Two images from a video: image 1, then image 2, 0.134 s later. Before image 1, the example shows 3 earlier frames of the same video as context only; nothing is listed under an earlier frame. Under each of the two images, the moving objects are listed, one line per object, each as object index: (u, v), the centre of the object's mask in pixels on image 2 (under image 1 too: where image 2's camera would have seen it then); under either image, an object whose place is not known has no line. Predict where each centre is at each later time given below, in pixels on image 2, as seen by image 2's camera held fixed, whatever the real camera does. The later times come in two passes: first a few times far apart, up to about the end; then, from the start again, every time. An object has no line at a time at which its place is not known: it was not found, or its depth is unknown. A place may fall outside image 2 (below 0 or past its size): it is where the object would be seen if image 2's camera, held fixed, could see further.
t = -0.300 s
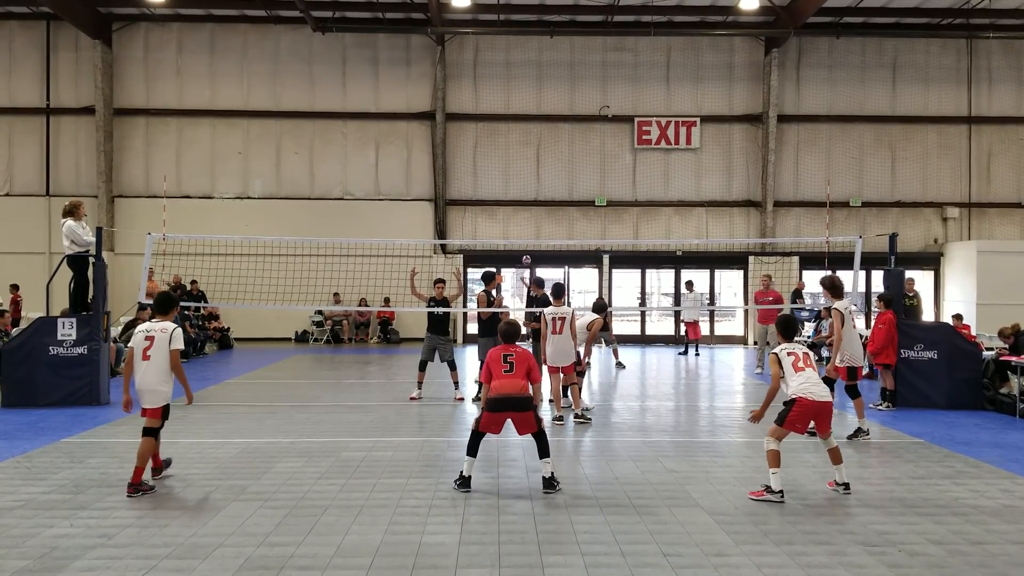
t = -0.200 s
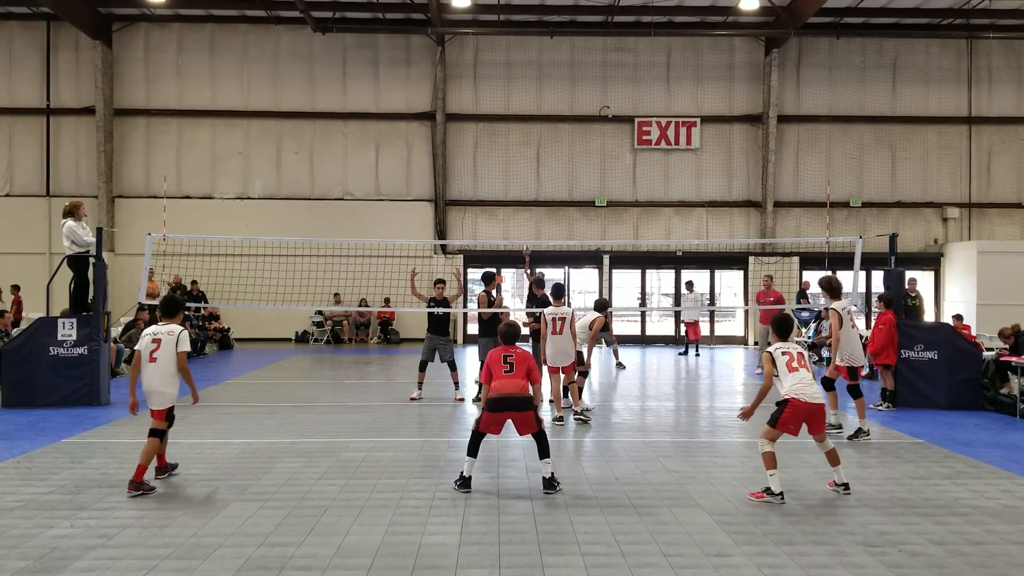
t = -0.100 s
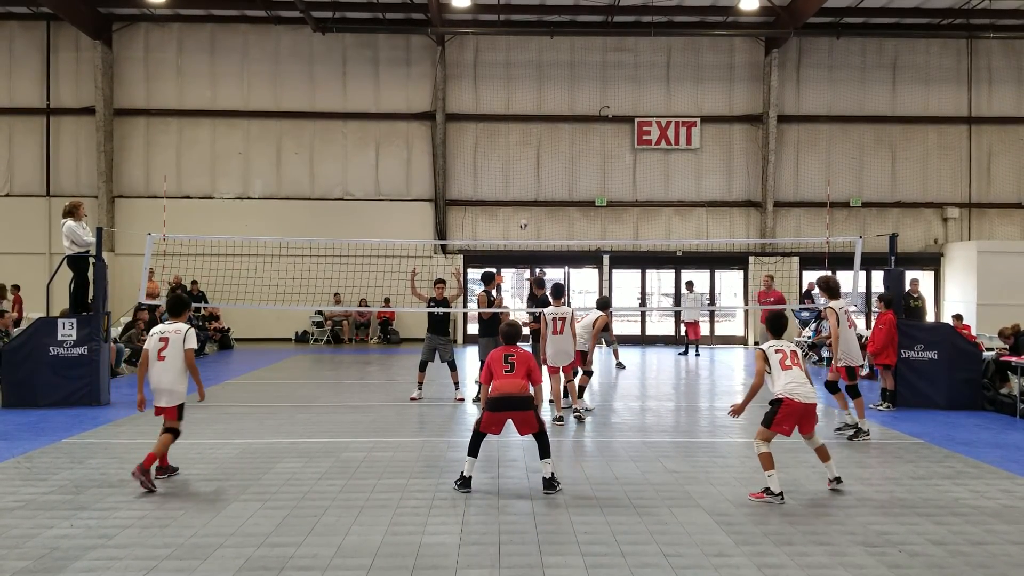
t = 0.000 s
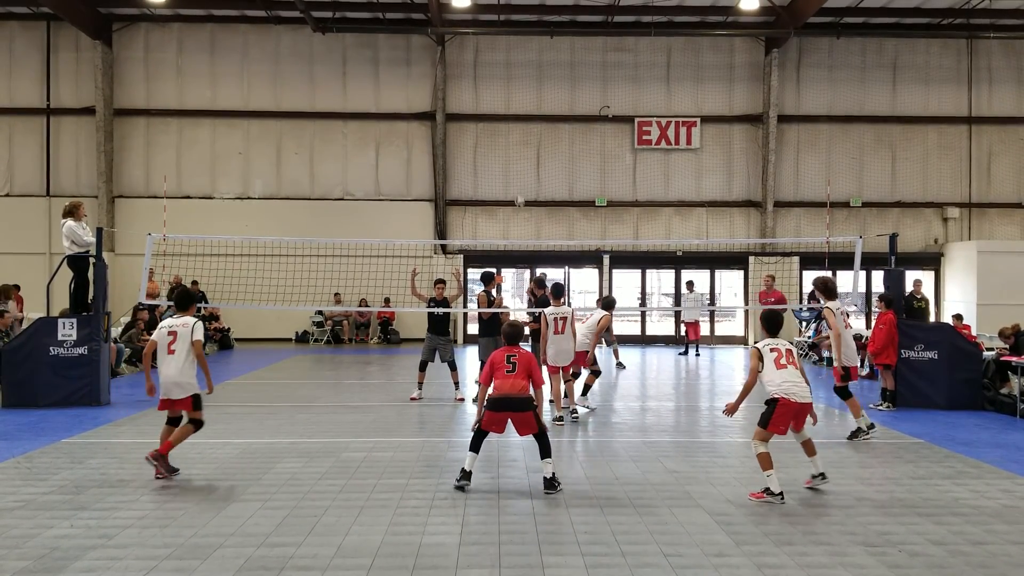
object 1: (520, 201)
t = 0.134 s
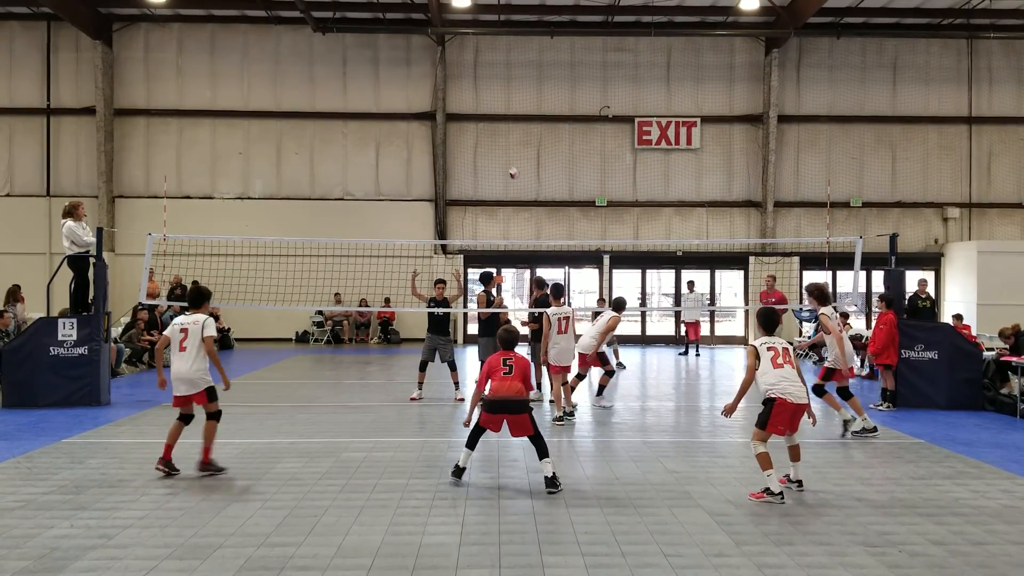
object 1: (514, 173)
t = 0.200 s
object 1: (510, 160)
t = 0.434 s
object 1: (498, 129)
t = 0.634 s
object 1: (485, 123)
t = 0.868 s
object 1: (460, 157)
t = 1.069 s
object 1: (429, 243)
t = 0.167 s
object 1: (512, 166)
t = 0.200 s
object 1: (510, 160)
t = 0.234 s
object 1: (508, 155)
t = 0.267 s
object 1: (507, 149)
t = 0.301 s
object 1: (505, 144)
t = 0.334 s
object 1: (504, 139)
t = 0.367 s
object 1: (501, 135)
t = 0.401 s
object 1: (500, 132)
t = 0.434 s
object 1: (498, 129)
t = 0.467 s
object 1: (496, 126)
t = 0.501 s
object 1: (494, 125)
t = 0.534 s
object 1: (492, 123)
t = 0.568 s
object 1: (490, 123)
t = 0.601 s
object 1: (487, 123)
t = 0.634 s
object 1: (485, 123)
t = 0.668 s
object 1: (482, 125)
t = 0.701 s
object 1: (479, 127)
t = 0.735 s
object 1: (476, 131)
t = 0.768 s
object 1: (472, 136)
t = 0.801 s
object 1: (468, 142)
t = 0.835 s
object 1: (464, 149)
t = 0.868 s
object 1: (460, 157)
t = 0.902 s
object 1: (456, 166)
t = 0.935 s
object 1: (451, 177)
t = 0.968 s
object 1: (446, 191)
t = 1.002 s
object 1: (441, 206)
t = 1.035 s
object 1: (435, 224)
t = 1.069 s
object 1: (429, 243)
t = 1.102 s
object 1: (422, 266)
